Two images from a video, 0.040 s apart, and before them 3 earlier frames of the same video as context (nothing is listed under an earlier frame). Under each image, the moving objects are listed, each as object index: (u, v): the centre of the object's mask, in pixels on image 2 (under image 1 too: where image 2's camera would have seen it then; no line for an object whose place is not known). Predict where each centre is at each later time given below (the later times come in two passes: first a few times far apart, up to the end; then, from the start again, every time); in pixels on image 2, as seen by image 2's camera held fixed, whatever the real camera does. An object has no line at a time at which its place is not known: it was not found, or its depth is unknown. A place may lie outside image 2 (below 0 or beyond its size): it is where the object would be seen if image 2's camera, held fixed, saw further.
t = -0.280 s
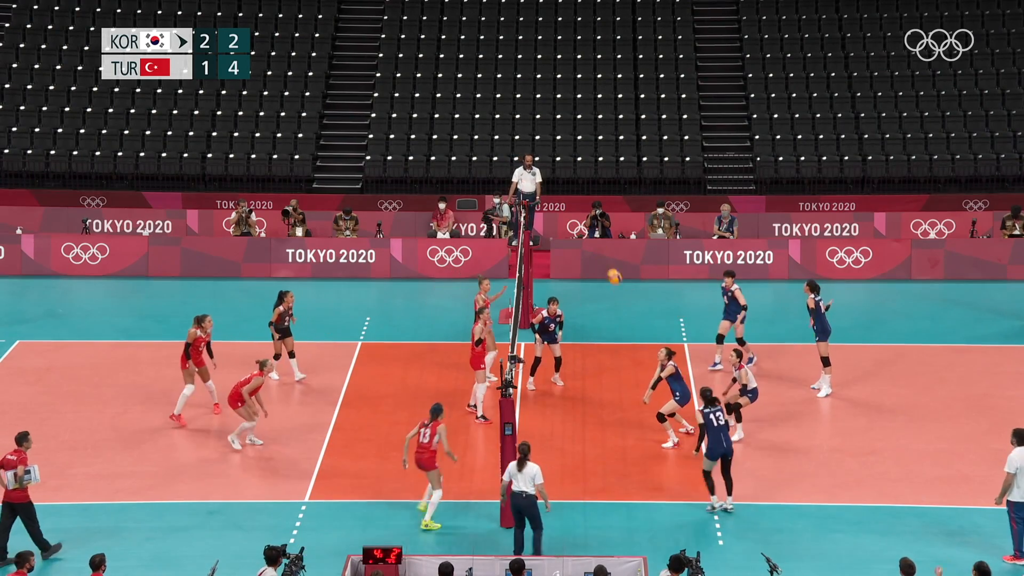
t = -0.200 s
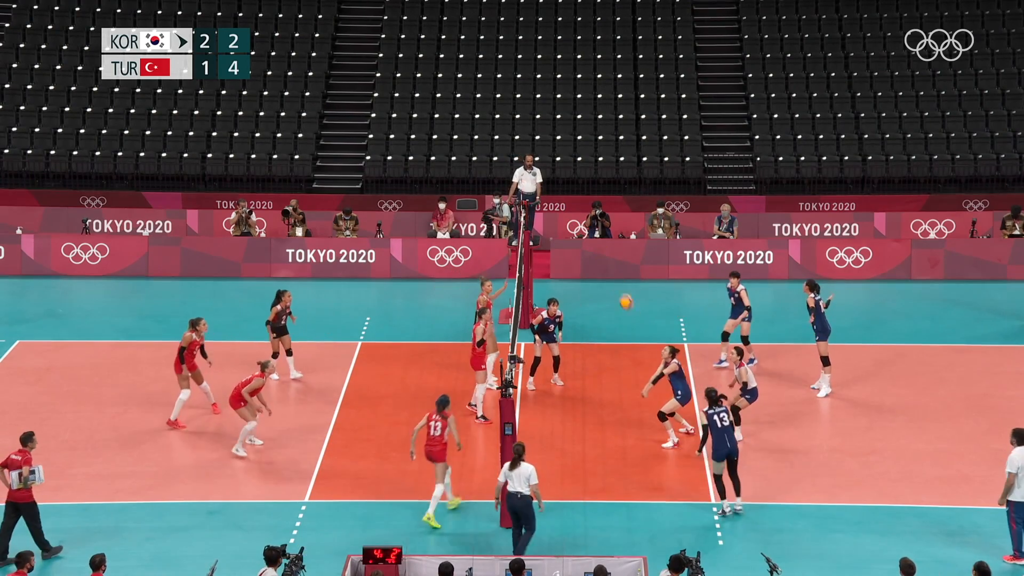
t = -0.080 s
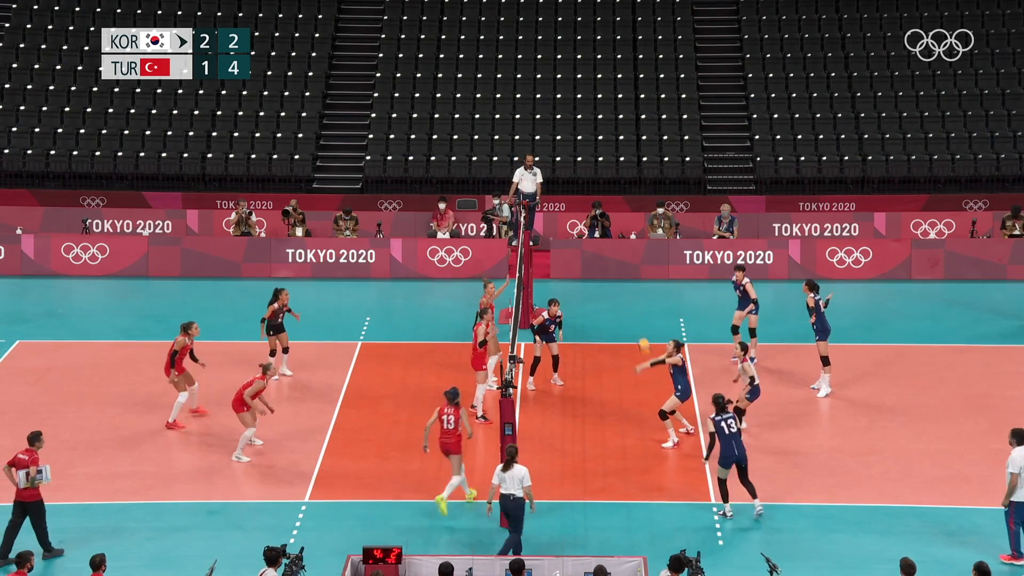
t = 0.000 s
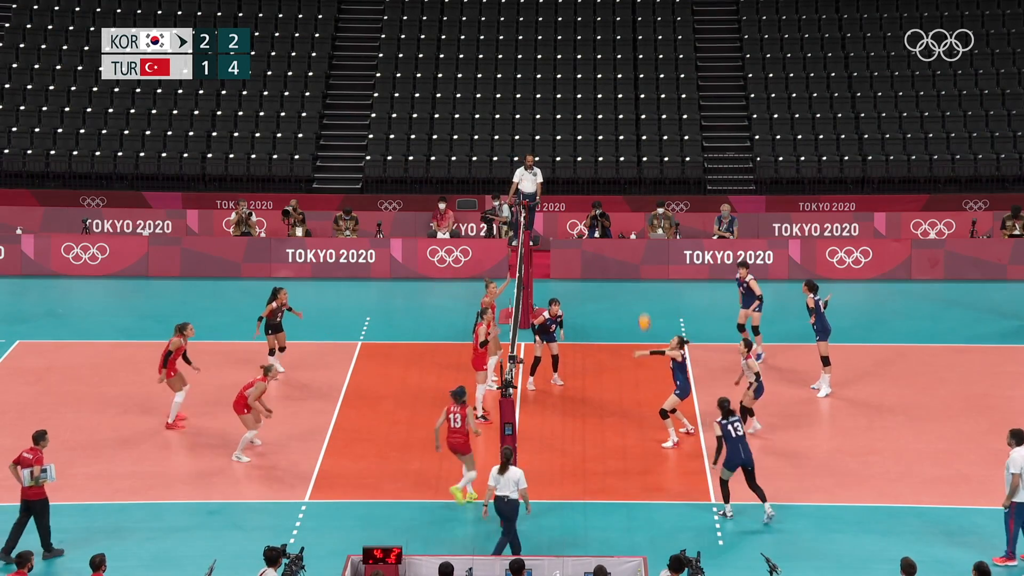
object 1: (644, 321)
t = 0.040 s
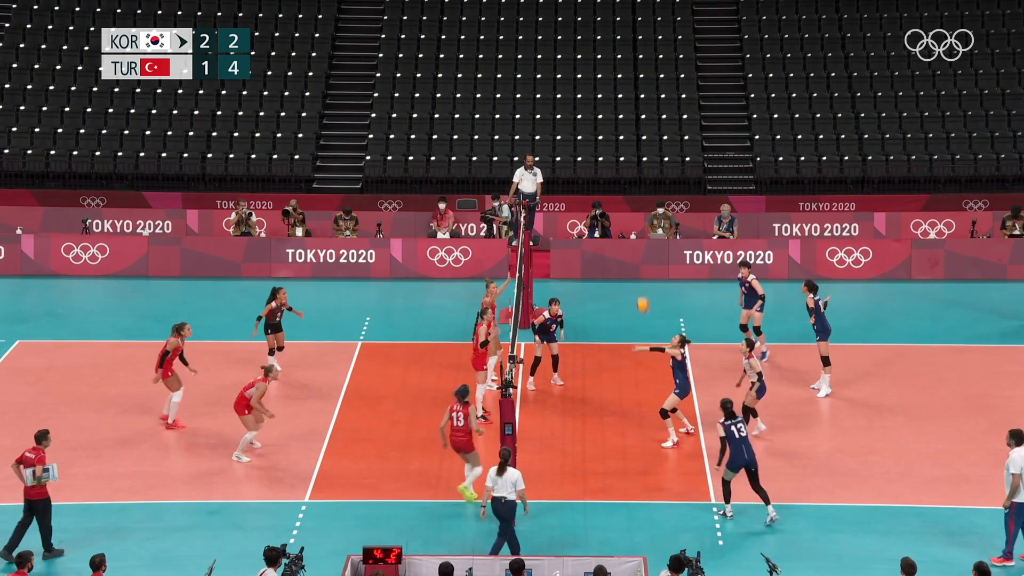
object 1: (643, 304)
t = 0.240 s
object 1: (634, 218)
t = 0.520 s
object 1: (622, 143)
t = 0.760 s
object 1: (613, 121)
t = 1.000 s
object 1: (603, 132)
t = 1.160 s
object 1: (598, 157)
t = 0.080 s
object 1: (641, 284)
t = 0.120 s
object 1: (639, 266)
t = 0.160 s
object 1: (638, 251)
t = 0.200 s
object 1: (635, 231)
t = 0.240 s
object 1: (634, 218)
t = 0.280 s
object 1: (632, 207)
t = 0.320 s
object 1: (630, 193)
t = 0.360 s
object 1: (629, 181)
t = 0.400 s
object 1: (627, 169)
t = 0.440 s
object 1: (625, 160)
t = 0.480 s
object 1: (623, 153)
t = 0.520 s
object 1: (622, 143)
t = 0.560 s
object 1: (621, 139)
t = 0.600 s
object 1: (619, 132)
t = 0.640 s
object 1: (617, 128)
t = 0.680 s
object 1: (615, 123)
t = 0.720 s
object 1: (614, 123)
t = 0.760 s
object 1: (613, 121)
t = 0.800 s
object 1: (611, 120)
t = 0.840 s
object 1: (609, 120)
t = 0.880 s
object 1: (608, 120)
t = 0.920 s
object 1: (607, 125)
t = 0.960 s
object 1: (605, 128)
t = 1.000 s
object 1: (603, 132)
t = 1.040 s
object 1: (602, 136)
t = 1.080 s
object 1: (600, 140)
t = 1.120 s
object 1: (599, 151)
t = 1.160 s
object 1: (598, 157)
